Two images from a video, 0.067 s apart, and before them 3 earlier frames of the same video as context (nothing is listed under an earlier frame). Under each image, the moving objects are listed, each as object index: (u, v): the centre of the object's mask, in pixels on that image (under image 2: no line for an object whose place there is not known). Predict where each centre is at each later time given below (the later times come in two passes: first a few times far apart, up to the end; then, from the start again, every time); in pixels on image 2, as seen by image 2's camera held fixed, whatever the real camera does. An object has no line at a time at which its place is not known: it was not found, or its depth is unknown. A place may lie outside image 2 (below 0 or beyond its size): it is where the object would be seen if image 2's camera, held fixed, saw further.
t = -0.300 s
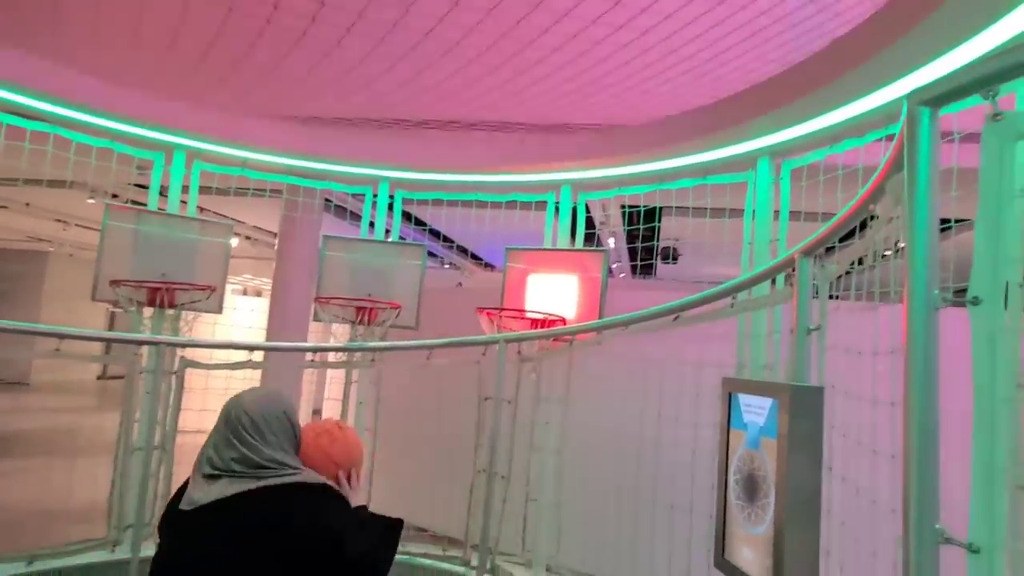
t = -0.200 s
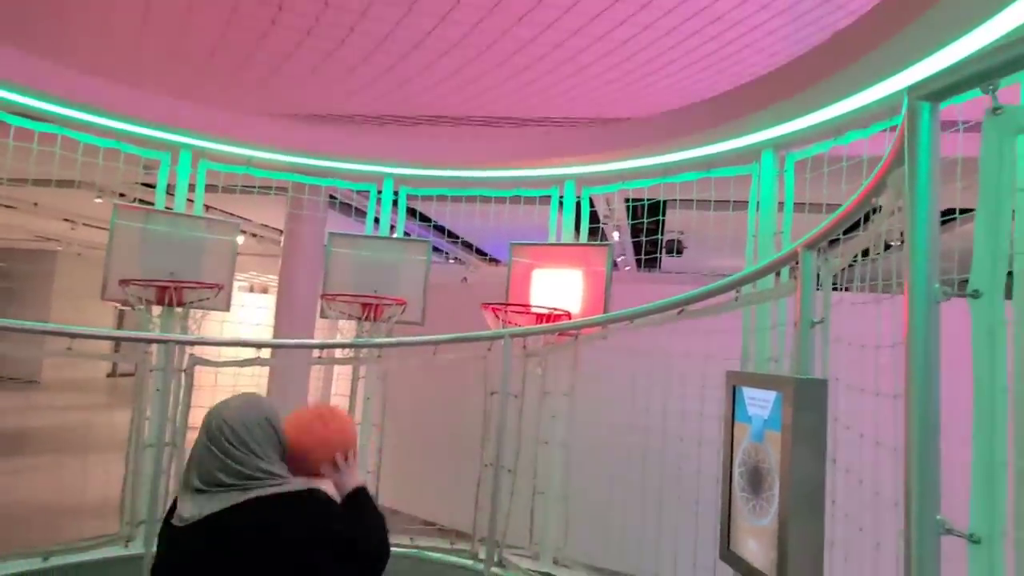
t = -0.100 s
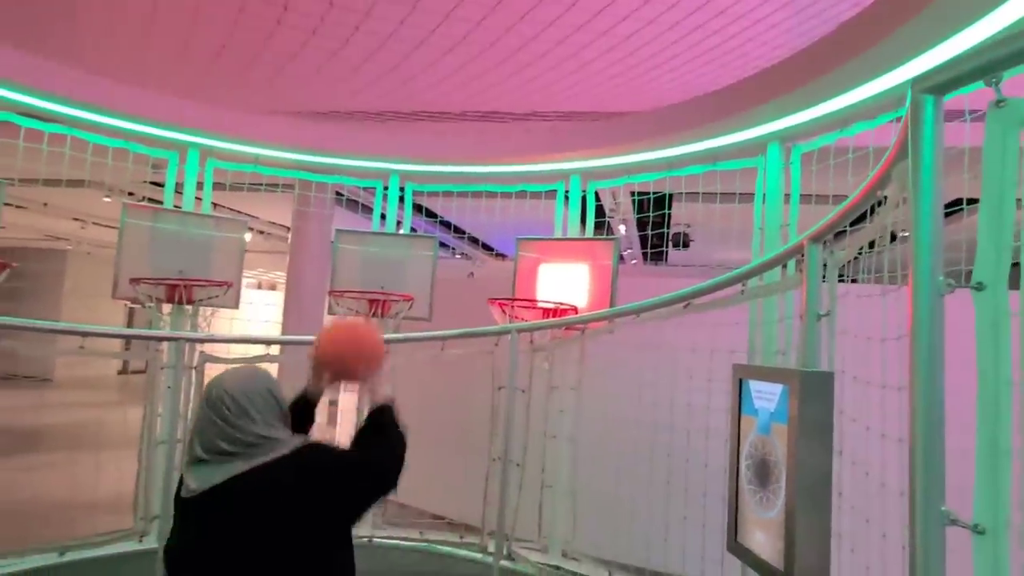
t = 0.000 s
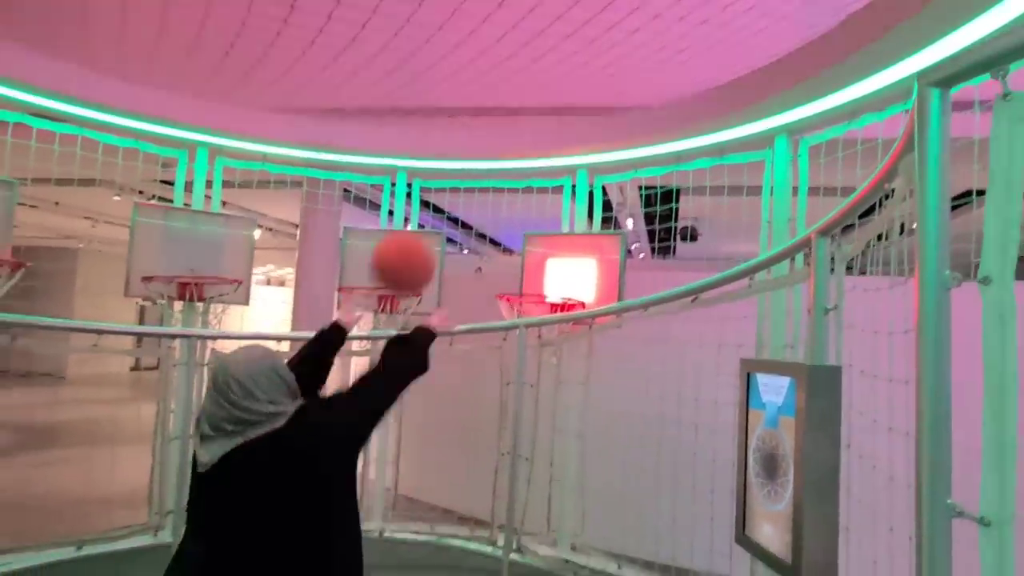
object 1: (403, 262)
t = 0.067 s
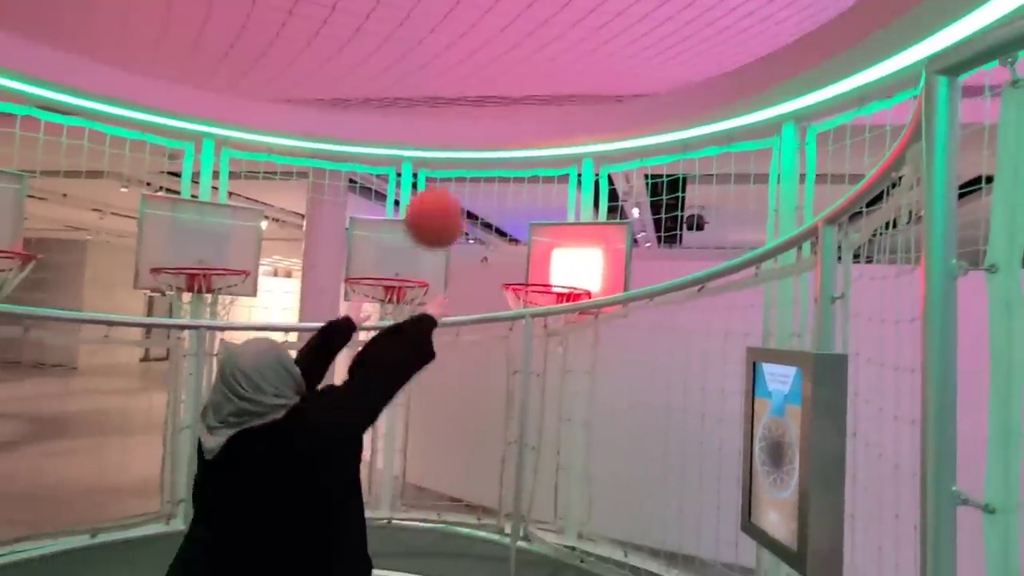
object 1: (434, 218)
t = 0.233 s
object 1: (482, 188)
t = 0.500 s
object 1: (532, 255)
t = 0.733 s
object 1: (569, 312)
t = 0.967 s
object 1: (533, 344)
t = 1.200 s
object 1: (482, 437)
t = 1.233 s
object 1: (474, 459)
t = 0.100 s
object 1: (445, 206)
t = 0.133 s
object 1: (455, 197)
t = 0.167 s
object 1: (465, 192)
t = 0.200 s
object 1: (474, 189)
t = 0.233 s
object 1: (482, 188)
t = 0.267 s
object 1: (490, 190)
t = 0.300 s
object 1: (497, 193)
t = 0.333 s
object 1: (504, 199)
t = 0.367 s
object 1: (511, 206)
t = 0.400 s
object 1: (517, 216)
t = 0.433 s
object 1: (522, 227)
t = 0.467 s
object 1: (527, 240)
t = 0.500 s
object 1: (532, 255)
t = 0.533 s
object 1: (537, 266)
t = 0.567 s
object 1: (542, 286)
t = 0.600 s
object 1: (547, 289)
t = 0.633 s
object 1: (553, 293)
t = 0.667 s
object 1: (560, 304)
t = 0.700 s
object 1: (568, 312)
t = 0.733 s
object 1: (569, 312)
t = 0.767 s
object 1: (568, 323)
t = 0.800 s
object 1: (566, 327)
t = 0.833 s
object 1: (564, 331)
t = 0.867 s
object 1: (554, 339)
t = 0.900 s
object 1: (549, 341)
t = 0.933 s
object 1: (542, 342)
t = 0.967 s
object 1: (533, 344)
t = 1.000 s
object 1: (518, 351)
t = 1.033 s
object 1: (517, 362)
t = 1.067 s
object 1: (506, 374)
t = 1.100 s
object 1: (501, 387)
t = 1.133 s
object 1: (492, 401)
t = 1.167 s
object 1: (488, 418)
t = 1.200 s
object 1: (482, 437)
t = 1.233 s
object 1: (474, 459)
